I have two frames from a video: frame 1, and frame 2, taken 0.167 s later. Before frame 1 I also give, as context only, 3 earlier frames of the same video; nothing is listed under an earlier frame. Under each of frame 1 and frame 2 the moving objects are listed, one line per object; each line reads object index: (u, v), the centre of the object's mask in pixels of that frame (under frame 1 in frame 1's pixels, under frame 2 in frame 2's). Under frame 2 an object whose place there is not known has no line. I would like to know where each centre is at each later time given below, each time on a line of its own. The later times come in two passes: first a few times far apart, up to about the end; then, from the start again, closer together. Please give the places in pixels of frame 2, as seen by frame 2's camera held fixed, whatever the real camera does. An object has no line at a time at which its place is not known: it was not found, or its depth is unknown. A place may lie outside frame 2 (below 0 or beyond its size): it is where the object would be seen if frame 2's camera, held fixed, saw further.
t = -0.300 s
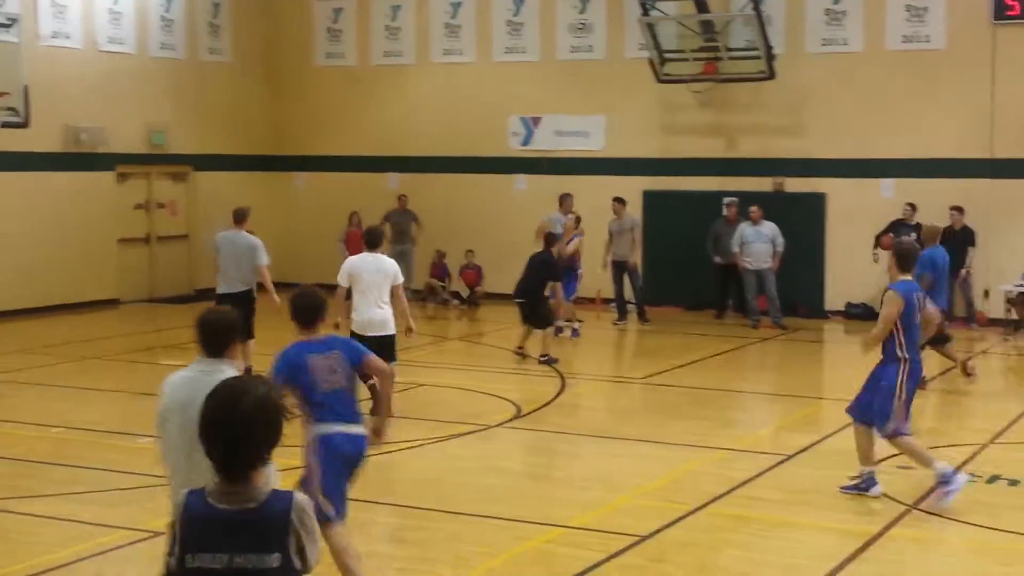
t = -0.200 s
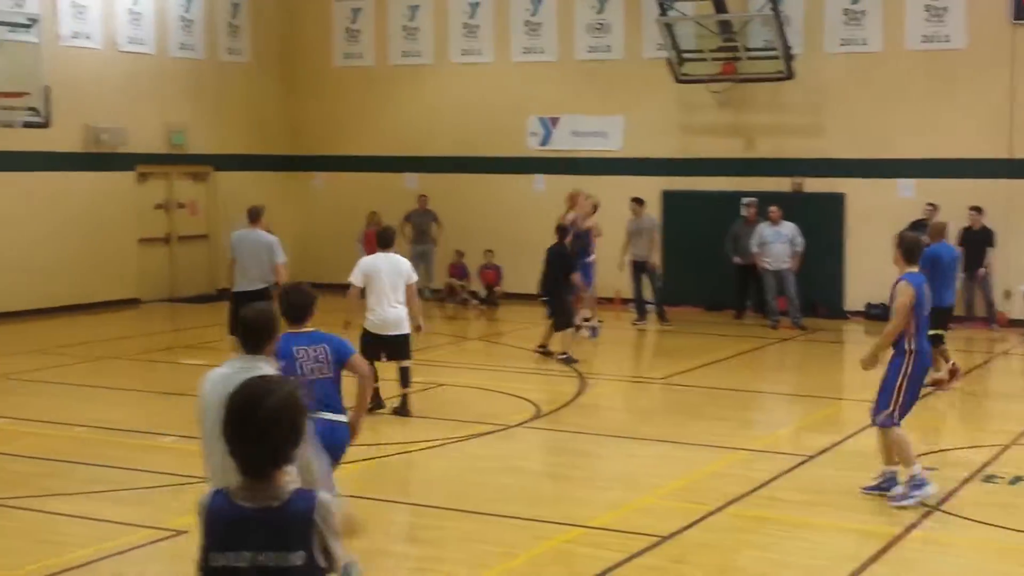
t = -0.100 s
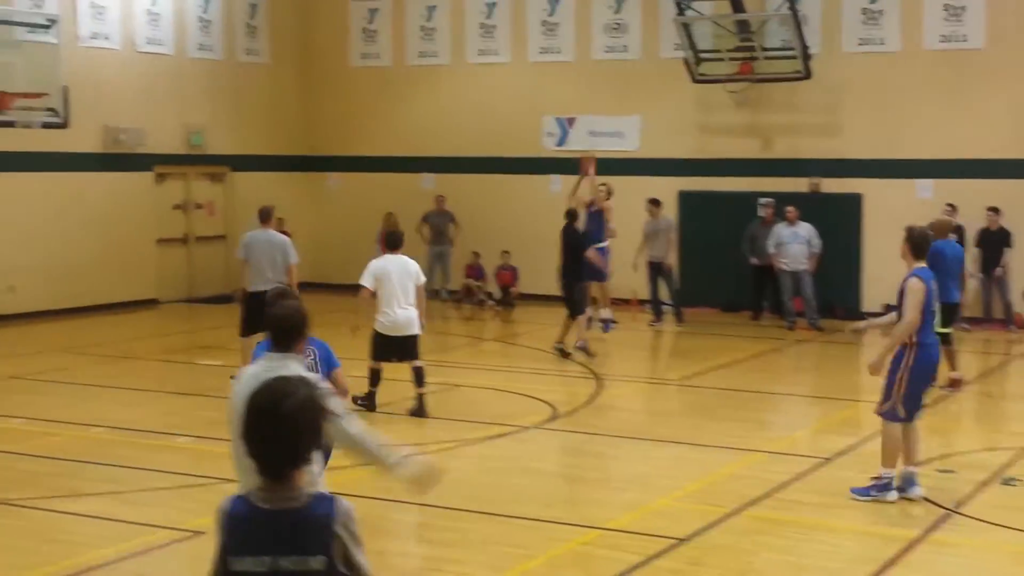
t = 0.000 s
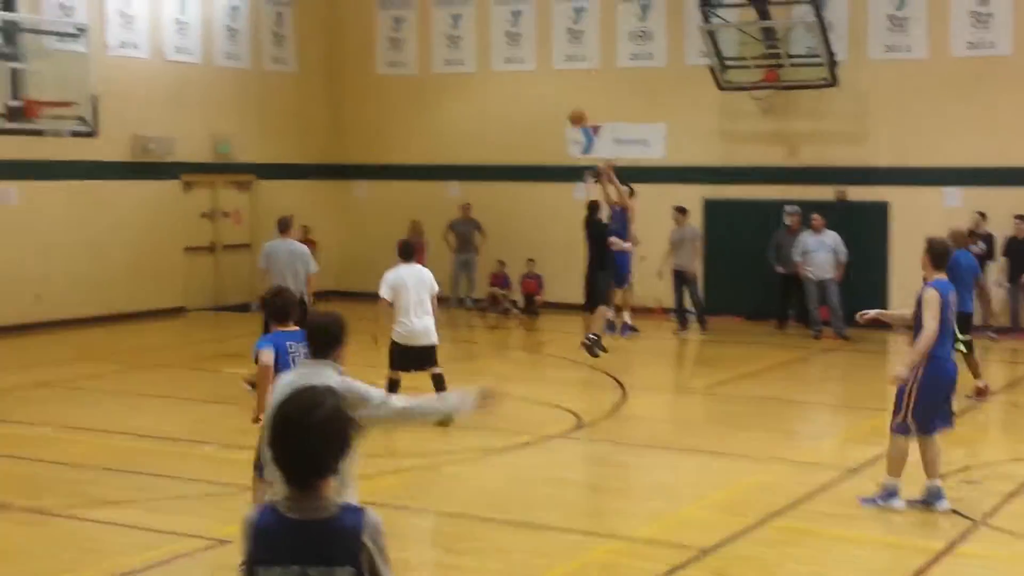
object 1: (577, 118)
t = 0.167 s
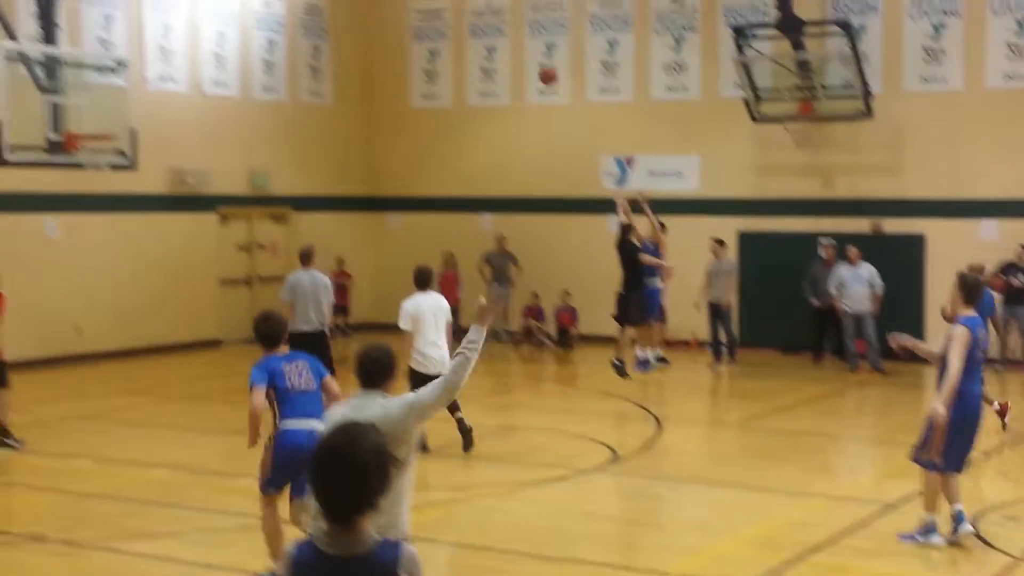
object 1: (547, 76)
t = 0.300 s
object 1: (500, 32)
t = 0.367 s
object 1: (473, 13)
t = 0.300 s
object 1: (500, 32)
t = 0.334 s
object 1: (486, 22)
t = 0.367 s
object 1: (473, 13)
